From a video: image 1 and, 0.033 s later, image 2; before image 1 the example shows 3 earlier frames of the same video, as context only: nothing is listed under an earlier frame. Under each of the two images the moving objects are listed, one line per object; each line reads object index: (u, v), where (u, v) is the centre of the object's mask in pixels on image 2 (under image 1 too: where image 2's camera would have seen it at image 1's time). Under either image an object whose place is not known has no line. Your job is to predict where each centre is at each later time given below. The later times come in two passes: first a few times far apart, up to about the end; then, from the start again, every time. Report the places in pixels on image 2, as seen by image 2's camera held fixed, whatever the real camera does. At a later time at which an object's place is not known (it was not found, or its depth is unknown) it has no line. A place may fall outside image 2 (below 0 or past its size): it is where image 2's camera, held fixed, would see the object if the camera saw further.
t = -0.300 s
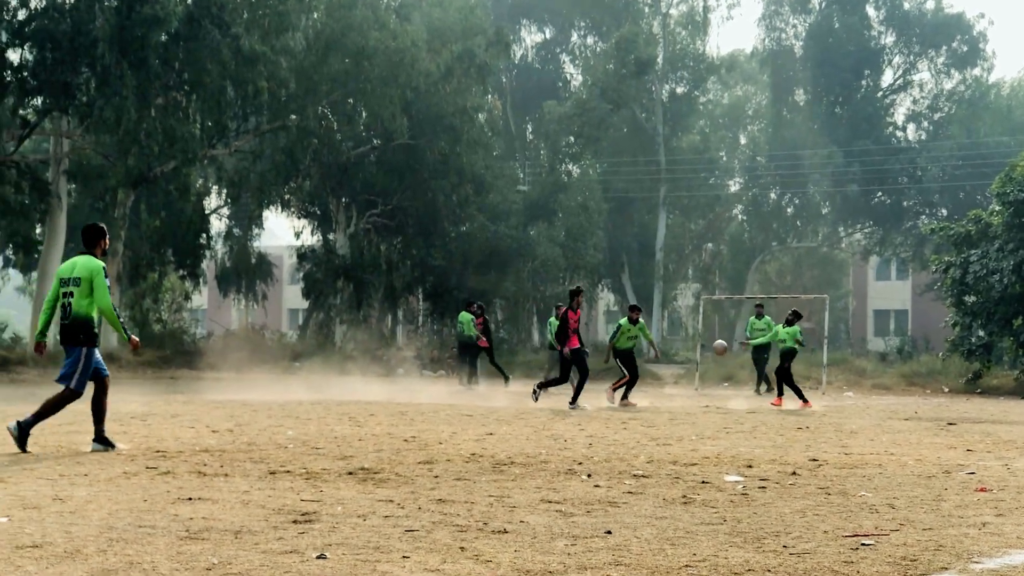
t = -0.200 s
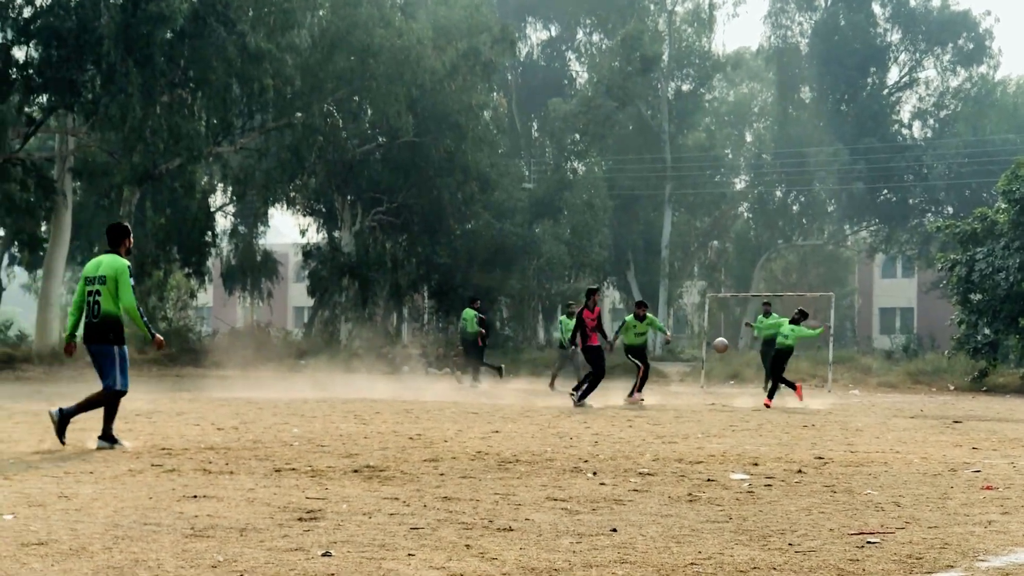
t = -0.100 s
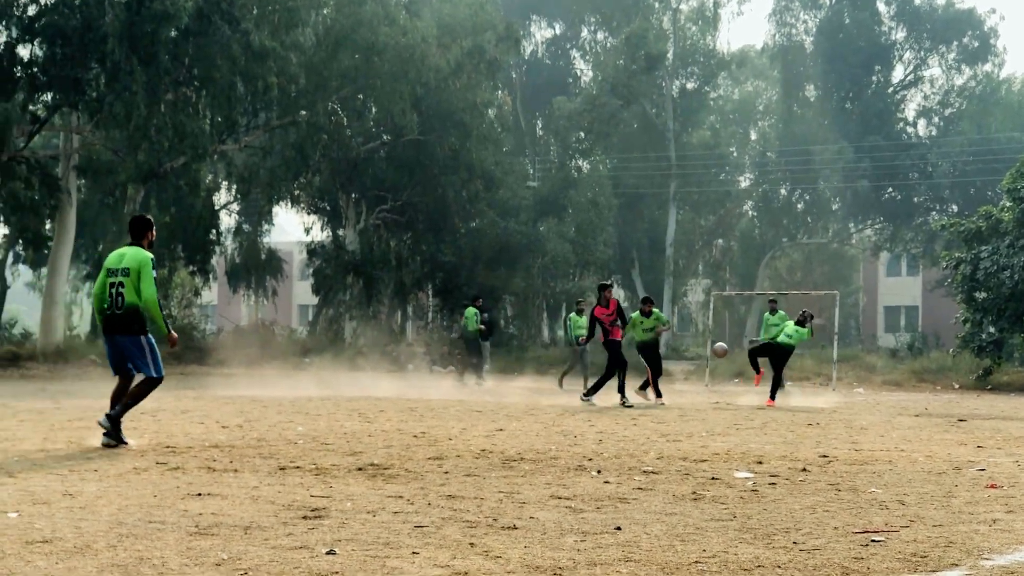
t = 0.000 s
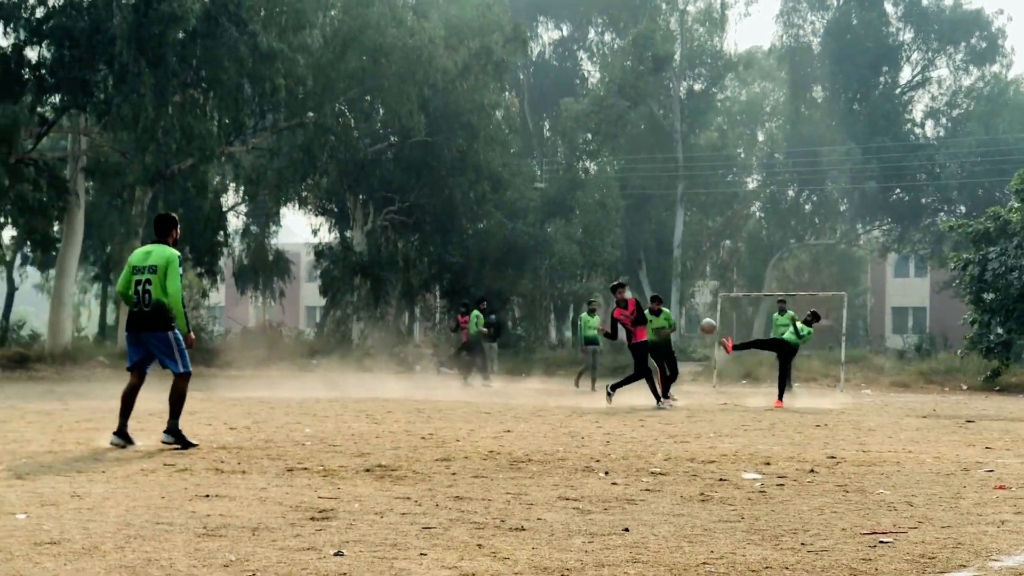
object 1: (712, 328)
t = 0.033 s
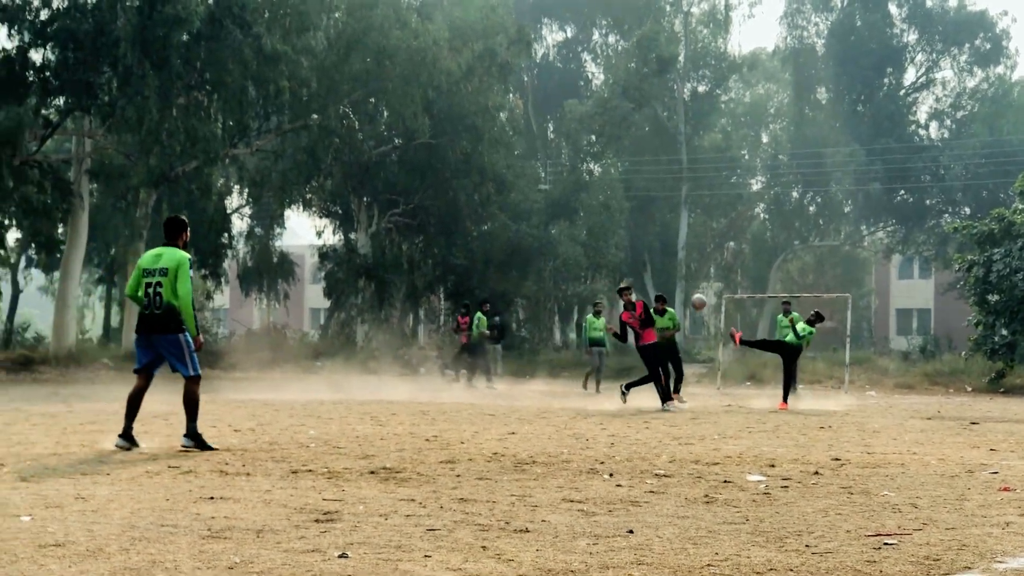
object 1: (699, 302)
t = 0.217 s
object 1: (619, 162)
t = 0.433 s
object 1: (520, 3)
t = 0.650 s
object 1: (404, -143)
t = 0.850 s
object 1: (279, -258)
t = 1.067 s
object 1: (123, -368)
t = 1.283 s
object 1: (-79, -444)
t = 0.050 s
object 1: (691, 289)
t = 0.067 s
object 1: (685, 276)
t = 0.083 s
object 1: (677, 263)
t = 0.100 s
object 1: (670, 250)
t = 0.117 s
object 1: (663, 237)
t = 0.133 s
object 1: (656, 225)
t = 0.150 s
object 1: (649, 212)
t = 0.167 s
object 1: (642, 199)
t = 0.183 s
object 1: (635, 186)
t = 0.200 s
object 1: (627, 174)
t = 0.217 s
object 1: (619, 162)
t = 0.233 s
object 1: (612, 149)
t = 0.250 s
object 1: (605, 136)
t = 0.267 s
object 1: (597, 124)
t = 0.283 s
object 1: (590, 112)
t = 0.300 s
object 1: (582, 100)
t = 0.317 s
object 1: (574, 88)
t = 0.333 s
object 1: (567, 75)
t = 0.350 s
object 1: (559, 64)
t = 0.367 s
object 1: (551, 52)
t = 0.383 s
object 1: (543, 40)
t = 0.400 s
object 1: (535, 28)
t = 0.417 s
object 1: (527, 15)
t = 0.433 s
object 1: (520, 3)
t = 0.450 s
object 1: (512, -10)
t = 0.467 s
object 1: (504, -22)
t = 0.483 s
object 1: (495, -33)
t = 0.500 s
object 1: (487, -46)
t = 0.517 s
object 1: (479, -58)
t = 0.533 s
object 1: (471, -69)
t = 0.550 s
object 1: (463, -80)
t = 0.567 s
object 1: (453, -91)
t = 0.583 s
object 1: (444, -102)
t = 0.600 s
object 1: (434, -112)
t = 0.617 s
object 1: (424, -123)
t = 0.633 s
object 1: (414, -133)
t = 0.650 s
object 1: (404, -143)
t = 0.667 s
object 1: (394, -153)
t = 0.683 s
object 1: (384, -163)
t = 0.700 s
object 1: (373, -173)
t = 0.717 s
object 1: (363, -183)
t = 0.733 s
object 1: (352, -192)
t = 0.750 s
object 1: (342, -202)
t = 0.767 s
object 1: (332, -212)
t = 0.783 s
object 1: (321, -221)
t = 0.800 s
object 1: (311, -230)
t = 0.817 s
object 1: (301, -240)
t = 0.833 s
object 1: (290, -249)
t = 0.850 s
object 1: (279, -258)
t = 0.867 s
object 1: (269, -267)
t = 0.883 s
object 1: (258, -276)
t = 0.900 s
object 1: (247, -285)
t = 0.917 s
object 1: (236, -294)
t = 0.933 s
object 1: (224, -303)
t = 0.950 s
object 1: (213, -311)
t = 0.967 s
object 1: (201, -320)
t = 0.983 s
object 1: (189, -327)
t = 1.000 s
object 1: (176, -336)
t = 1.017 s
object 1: (163, -344)
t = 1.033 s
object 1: (150, -352)
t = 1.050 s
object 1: (137, -359)
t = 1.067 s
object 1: (123, -368)
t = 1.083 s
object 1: (108, -376)
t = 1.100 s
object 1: (95, -379)
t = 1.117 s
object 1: (80, -391)
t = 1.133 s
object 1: (66, -393)
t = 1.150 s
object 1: (51, -398)
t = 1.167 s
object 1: (36, -407)
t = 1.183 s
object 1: (20, -412)
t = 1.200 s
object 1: (4, -417)
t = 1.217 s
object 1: (-12, -424)
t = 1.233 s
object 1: (-29, -429)
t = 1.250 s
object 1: (-45, -434)
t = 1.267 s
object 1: (-62, -438)
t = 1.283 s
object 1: (-79, -444)
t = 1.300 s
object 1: (-96, -448)
